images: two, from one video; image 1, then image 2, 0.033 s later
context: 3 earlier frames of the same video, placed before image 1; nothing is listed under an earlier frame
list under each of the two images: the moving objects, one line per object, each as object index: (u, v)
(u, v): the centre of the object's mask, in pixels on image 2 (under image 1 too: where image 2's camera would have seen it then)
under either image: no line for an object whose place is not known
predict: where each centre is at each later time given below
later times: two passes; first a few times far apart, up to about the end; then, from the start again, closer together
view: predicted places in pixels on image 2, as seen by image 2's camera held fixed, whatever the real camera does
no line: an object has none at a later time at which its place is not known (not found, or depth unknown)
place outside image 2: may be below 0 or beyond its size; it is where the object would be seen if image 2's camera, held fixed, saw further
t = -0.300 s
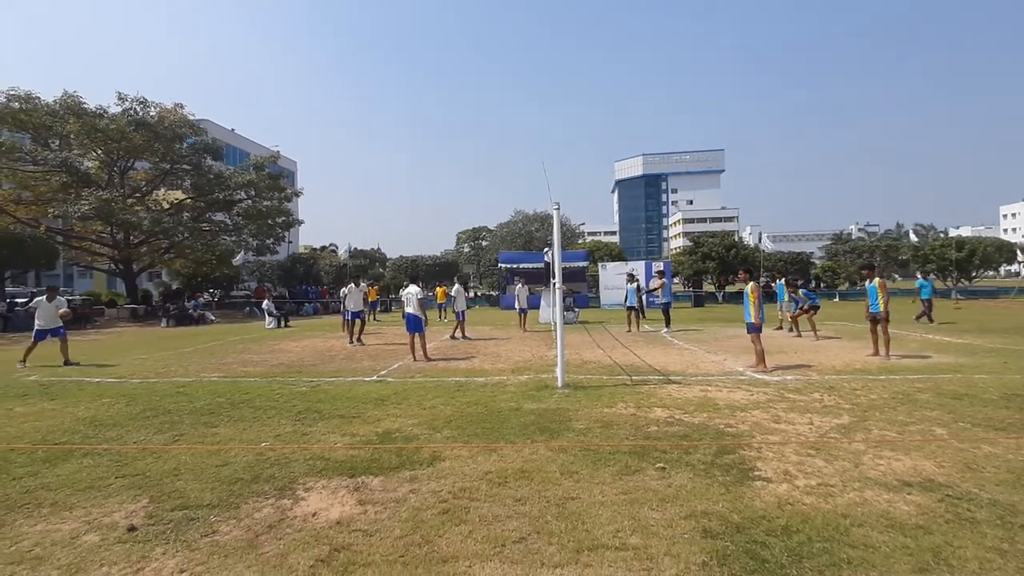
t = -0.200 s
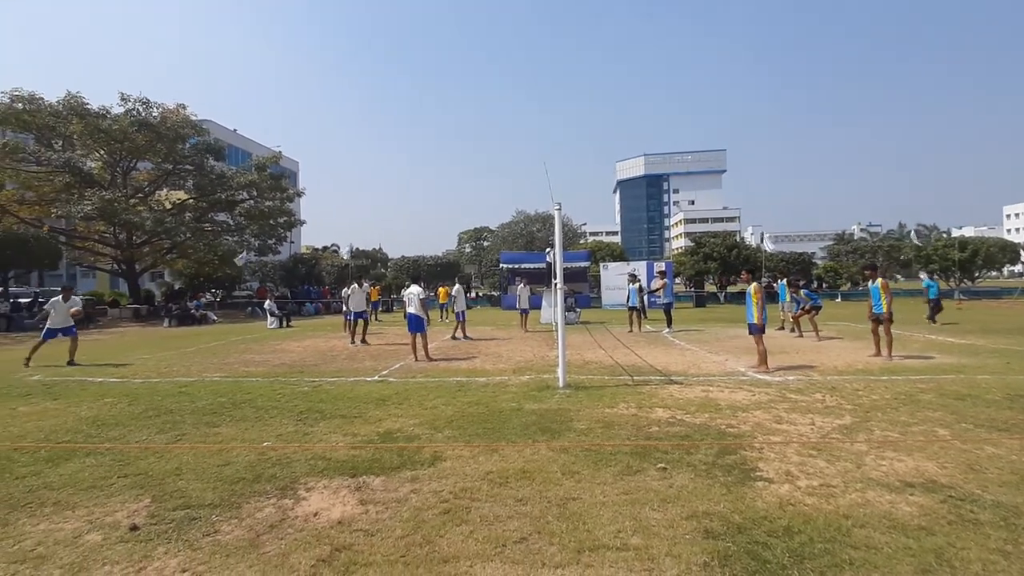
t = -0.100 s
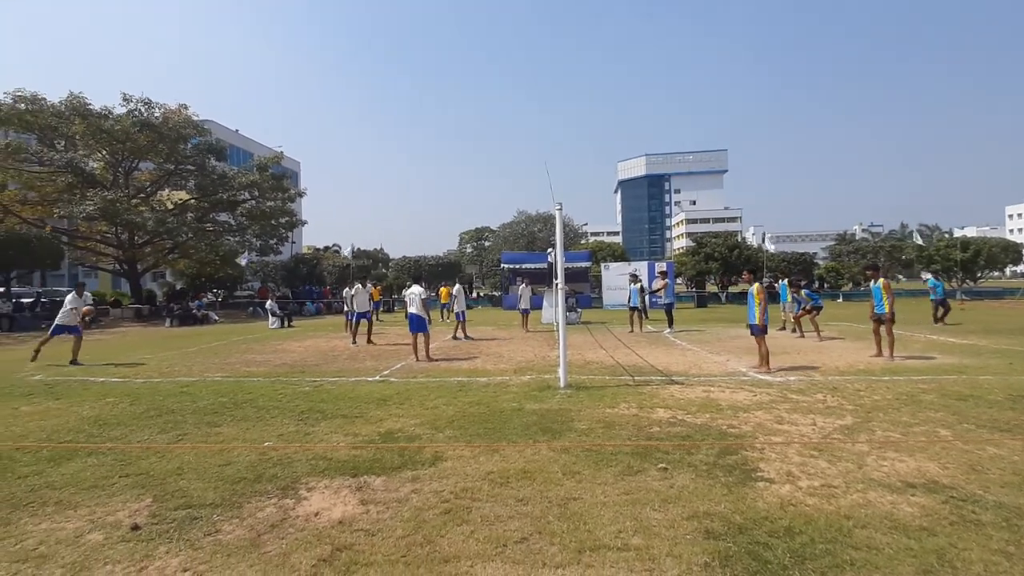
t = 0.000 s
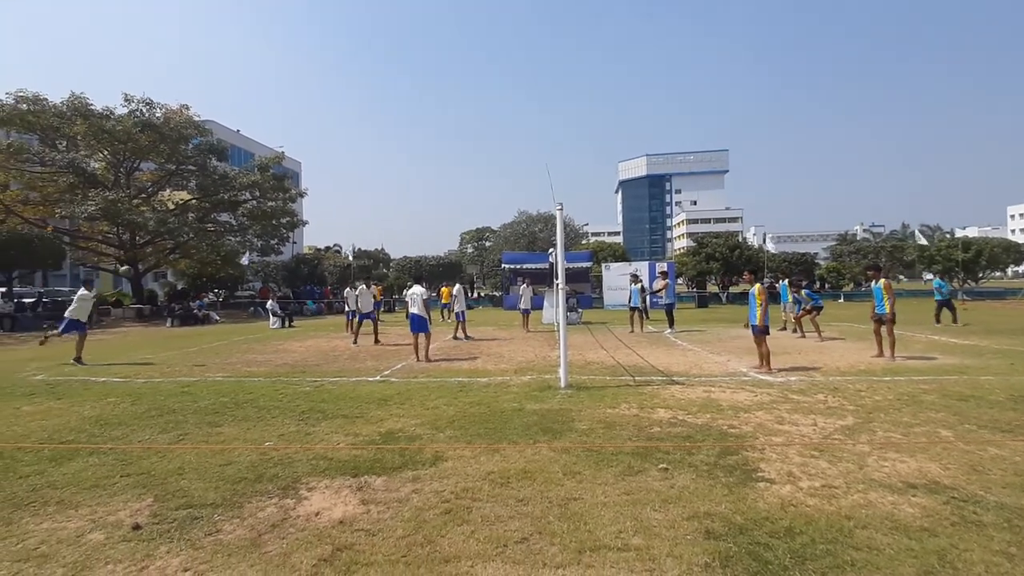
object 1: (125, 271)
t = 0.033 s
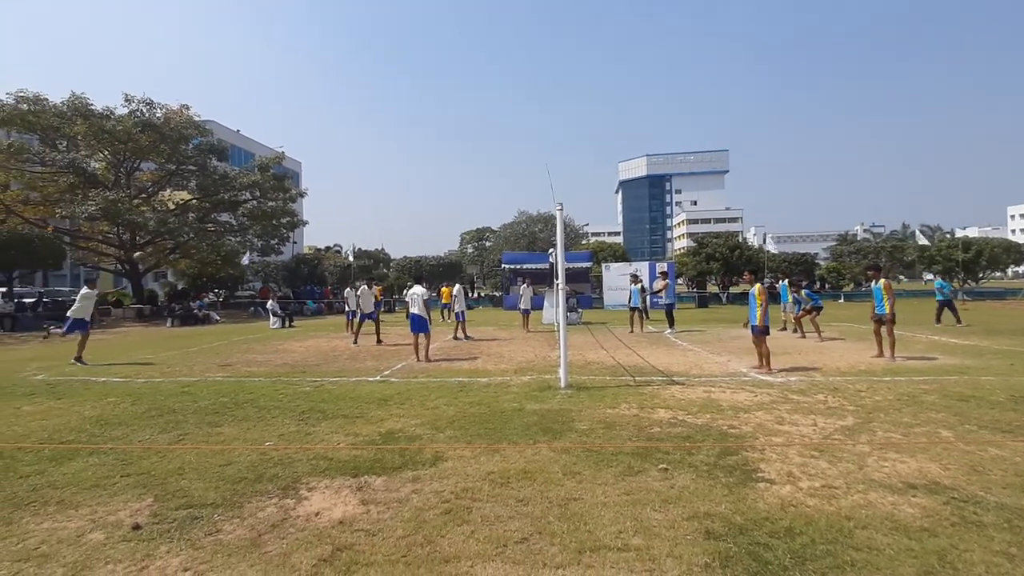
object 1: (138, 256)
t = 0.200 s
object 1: (204, 193)
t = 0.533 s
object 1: (331, 122)
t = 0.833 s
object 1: (432, 106)
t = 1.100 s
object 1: (513, 125)
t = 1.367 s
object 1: (589, 174)
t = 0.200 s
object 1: (204, 193)
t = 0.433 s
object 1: (295, 138)
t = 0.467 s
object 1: (307, 132)
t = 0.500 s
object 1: (319, 127)
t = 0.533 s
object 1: (331, 122)
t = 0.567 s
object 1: (343, 118)
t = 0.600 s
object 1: (354, 115)
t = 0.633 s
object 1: (365, 112)
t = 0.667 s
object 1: (377, 110)
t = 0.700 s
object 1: (388, 108)
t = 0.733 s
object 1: (399, 107)
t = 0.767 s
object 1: (410, 106)
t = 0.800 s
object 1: (421, 106)
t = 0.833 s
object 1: (432, 106)
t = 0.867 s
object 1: (443, 107)
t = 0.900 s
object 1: (453, 108)
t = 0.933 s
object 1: (463, 109)
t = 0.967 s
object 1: (473, 112)
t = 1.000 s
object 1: (483, 114)
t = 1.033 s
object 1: (494, 118)
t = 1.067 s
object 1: (503, 121)
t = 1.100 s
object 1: (513, 125)
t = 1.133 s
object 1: (524, 130)
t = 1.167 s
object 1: (533, 135)
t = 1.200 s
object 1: (543, 140)
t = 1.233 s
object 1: (552, 146)
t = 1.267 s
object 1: (561, 152)
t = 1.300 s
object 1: (571, 159)
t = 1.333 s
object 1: (580, 166)
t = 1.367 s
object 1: (589, 174)
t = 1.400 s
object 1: (598, 182)
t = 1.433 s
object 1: (607, 190)
